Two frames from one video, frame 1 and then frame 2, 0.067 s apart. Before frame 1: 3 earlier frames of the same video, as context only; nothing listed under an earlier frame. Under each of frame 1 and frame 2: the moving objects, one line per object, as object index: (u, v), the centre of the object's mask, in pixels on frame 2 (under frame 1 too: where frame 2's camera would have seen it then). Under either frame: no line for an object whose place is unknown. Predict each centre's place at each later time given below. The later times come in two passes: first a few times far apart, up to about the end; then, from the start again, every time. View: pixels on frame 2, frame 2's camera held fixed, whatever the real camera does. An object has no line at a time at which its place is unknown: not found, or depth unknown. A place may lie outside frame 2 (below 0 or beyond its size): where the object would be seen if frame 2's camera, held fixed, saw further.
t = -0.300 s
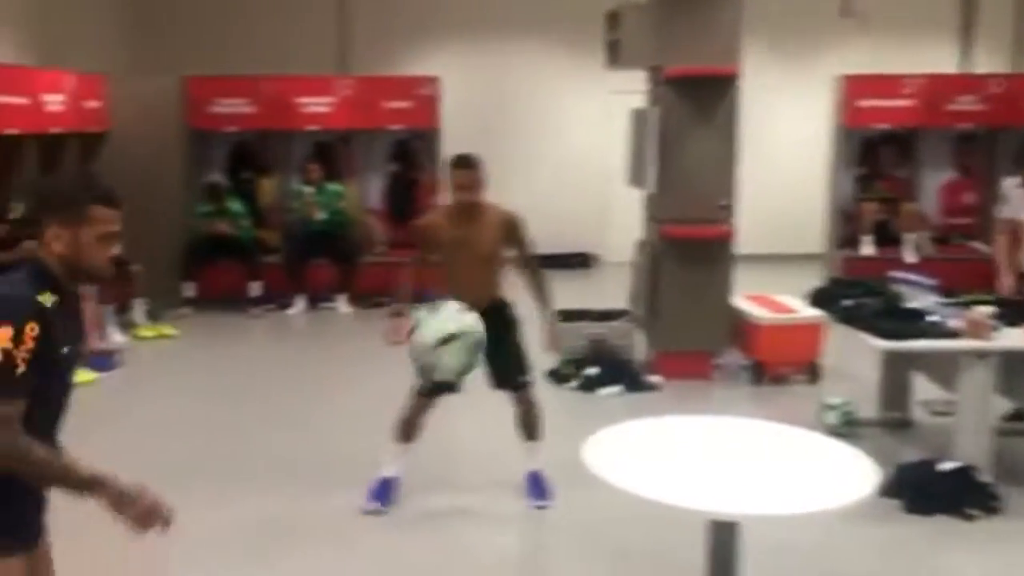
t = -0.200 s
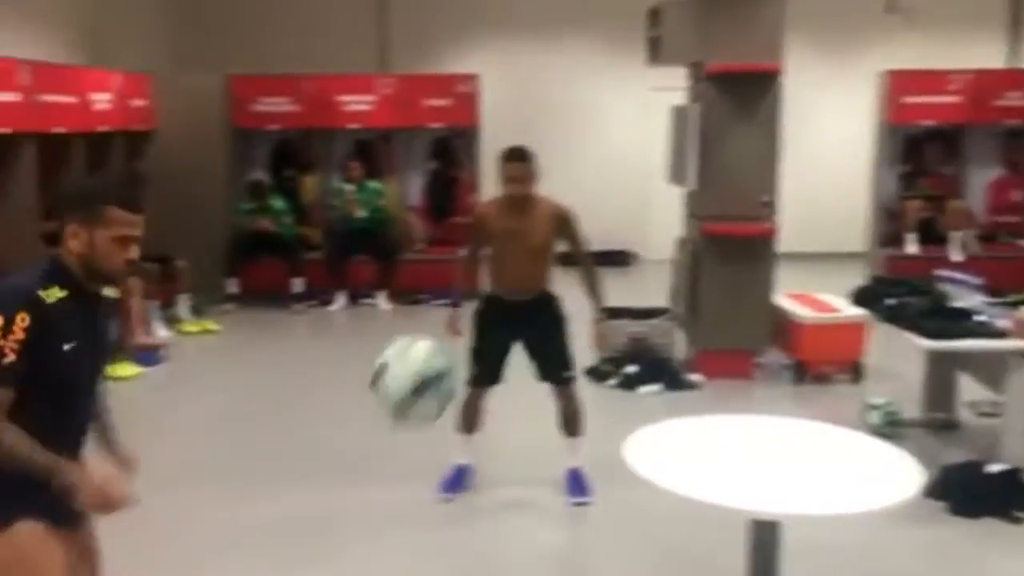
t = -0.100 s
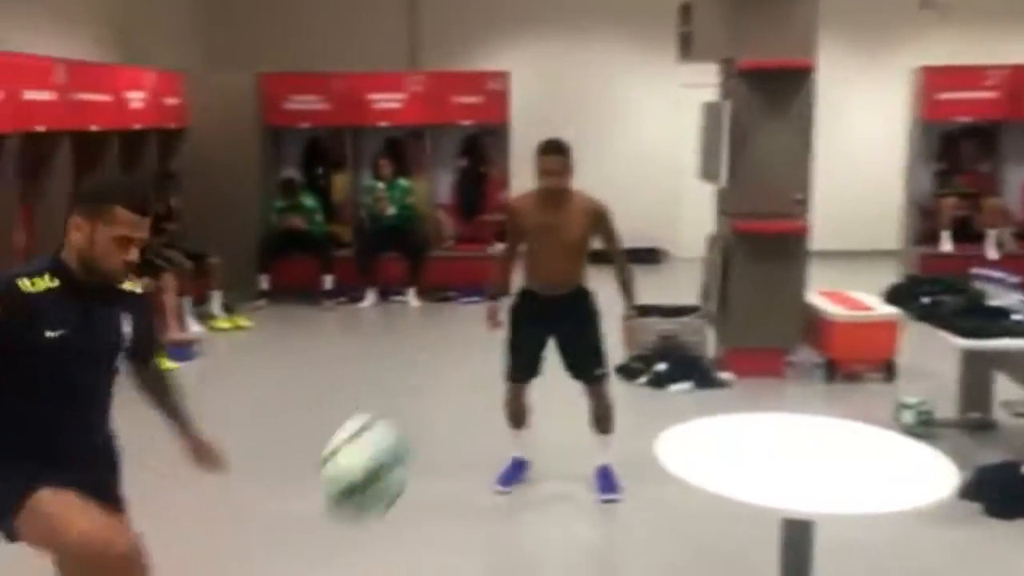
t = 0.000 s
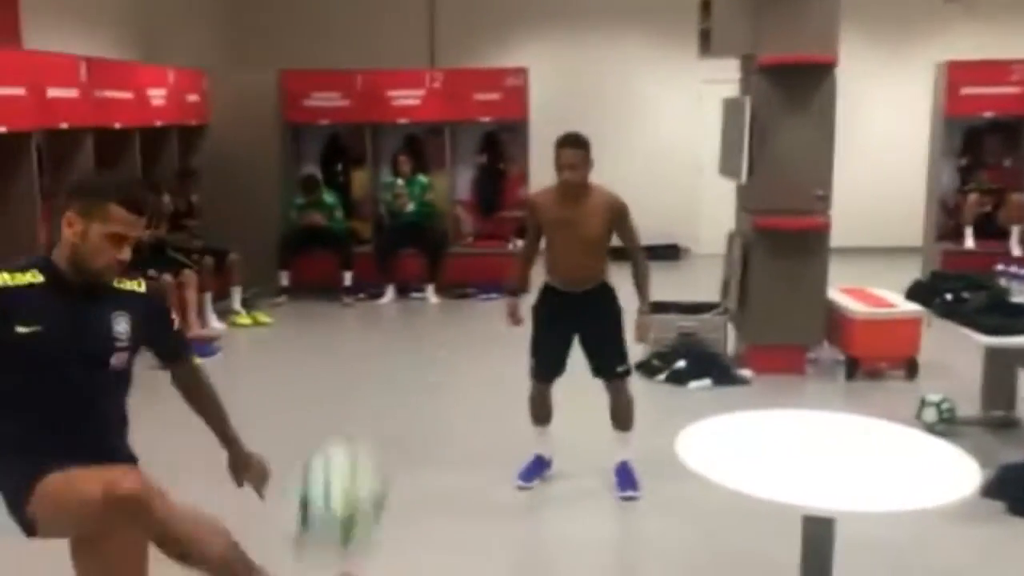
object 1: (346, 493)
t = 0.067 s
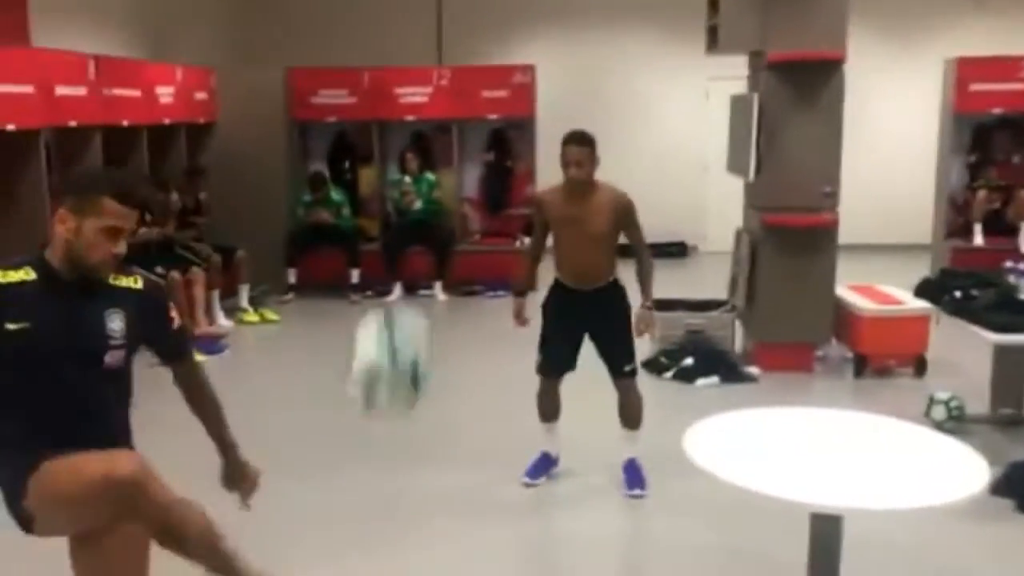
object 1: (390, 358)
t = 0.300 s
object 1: (522, 79)
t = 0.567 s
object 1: (629, 37)
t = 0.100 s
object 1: (411, 300)
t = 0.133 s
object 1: (436, 248)
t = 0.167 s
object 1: (451, 206)
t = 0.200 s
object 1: (471, 166)
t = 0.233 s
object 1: (488, 133)
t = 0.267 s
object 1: (506, 102)
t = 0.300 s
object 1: (522, 79)
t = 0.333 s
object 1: (537, 59)
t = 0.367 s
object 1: (553, 45)
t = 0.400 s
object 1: (567, 37)
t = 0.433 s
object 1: (583, 33)
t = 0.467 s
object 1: (594, 32)
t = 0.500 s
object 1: (605, 31)
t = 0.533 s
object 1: (619, 32)
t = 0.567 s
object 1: (629, 37)
